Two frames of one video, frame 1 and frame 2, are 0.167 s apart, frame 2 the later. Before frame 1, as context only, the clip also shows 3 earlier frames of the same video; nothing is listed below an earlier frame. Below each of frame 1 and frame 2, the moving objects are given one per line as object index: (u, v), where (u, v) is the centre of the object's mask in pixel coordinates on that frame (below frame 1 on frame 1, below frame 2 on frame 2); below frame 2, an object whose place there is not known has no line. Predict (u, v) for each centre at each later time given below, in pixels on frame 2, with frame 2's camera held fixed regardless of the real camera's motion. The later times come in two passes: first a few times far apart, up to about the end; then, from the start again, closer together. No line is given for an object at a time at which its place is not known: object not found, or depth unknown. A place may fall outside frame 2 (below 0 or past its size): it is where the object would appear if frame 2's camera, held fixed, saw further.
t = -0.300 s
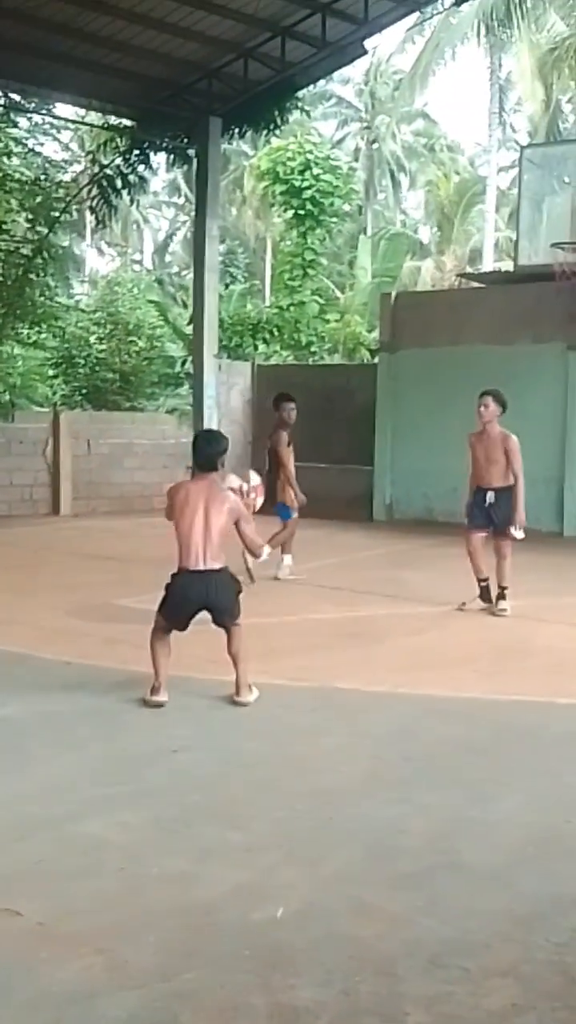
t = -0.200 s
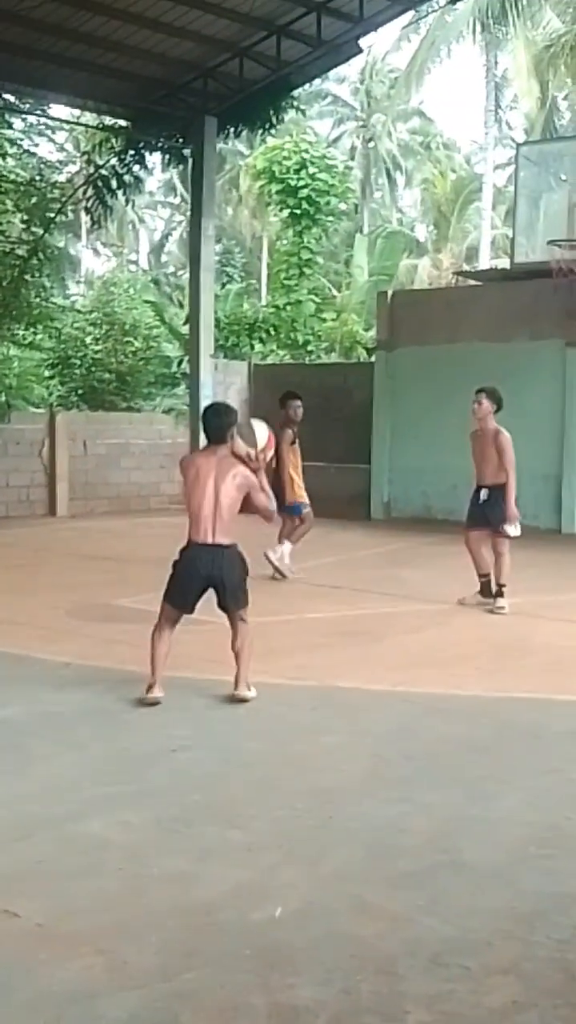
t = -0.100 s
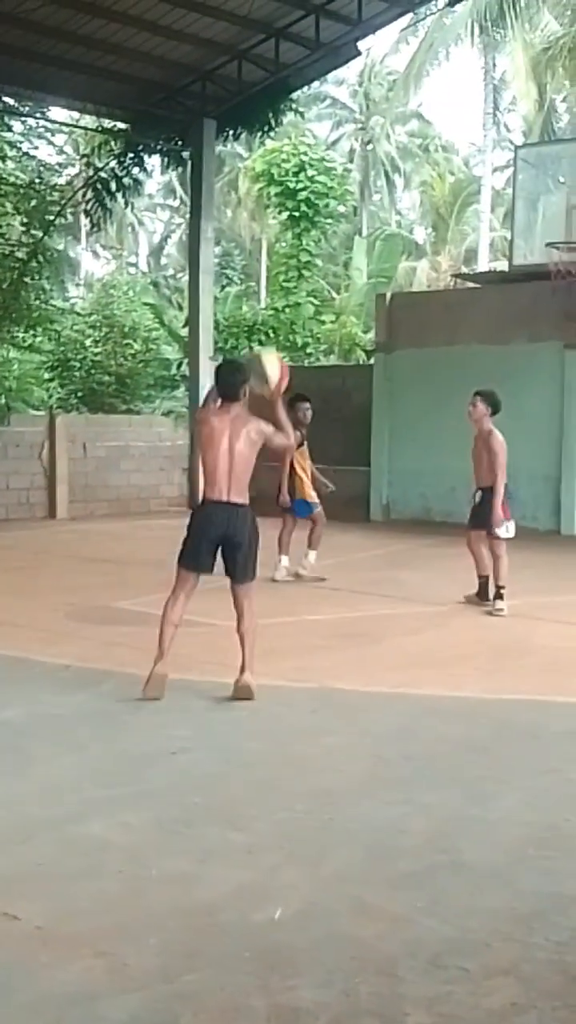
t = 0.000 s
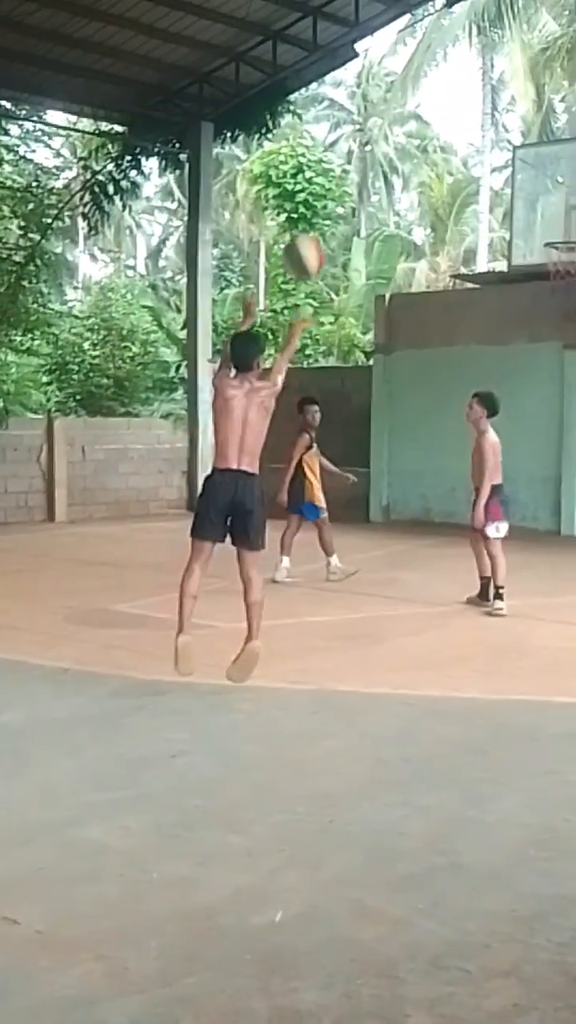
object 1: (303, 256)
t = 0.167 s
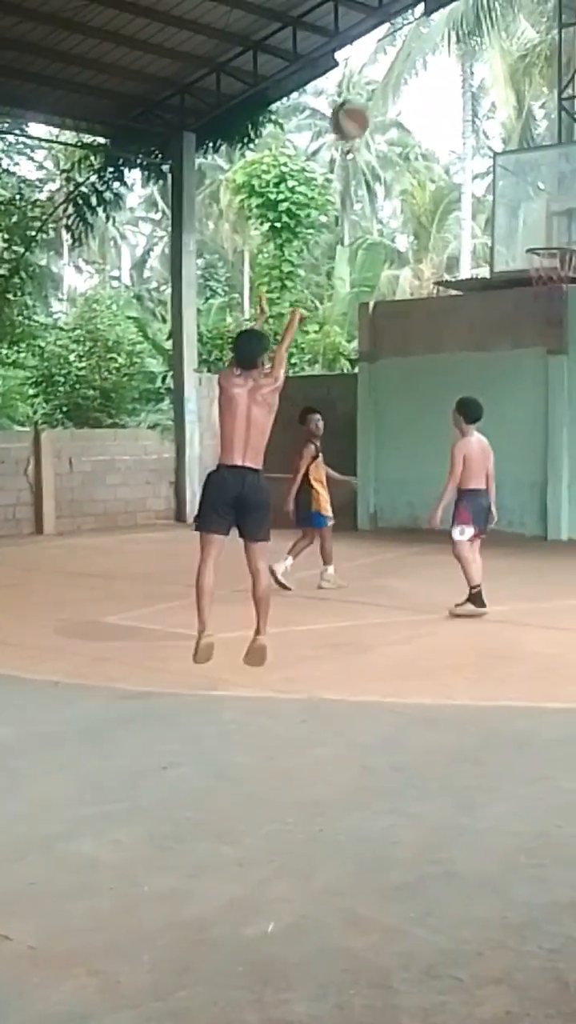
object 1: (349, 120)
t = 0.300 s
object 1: (391, 52)
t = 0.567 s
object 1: (453, 19)
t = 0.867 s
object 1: (508, 90)
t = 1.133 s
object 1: (548, 214)
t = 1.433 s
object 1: (532, 126)
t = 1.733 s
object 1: (506, 57)
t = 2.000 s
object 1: (481, 79)
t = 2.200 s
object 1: (461, 151)
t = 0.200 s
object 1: (360, 100)
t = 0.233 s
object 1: (369, 82)
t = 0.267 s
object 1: (381, 66)
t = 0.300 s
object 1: (391, 52)
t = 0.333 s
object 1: (400, 41)
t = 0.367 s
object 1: (409, 31)
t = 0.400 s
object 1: (417, 24)
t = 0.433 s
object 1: (425, 19)
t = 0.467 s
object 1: (432, 17)
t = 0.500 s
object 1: (438, 18)
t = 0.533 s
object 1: (447, 19)
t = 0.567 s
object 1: (453, 19)
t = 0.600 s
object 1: (459, 22)
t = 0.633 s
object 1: (464, 27)
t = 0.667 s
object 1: (473, 32)
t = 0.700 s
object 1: (478, 39)
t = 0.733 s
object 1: (485, 47)
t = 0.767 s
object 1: (491, 55)
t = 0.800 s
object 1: (498, 66)
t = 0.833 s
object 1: (503, 78)
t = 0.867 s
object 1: (508, 90)
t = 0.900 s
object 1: (513, 103)
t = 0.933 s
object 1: (518, 117)
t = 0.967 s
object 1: (524, 130)
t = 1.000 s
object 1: (527, 146)
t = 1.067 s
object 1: (539, 179)
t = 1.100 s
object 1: (543, 196)
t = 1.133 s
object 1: (548, 214)
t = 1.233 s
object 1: (550, 220)
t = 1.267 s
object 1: (548, 202)
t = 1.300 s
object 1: (545, 185)
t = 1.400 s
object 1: (534, 140)
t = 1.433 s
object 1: (532, 126)
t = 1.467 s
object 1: (529, 114)
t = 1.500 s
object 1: (526, 103)
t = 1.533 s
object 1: (524, 92)
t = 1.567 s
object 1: (521, 84)
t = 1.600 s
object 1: (518, 76)
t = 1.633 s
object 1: (515, 70)
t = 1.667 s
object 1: (512, 65)
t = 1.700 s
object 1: (509, 60)
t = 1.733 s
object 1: (506, 57)
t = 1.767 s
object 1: (503, 56)
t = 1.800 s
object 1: (500, 55)
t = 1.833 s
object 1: (497, 56)
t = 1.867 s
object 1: (494, 57)
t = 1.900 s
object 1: (490, 61)
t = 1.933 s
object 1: (487, 65)
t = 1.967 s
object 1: (484, 71)
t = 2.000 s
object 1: (481, 79)
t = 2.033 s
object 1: (478, 87)
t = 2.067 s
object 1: (473, 98)
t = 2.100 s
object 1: (471, 107)
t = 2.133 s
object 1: (467, 121)
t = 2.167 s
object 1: (464, 136)
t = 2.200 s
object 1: (461, 151)
